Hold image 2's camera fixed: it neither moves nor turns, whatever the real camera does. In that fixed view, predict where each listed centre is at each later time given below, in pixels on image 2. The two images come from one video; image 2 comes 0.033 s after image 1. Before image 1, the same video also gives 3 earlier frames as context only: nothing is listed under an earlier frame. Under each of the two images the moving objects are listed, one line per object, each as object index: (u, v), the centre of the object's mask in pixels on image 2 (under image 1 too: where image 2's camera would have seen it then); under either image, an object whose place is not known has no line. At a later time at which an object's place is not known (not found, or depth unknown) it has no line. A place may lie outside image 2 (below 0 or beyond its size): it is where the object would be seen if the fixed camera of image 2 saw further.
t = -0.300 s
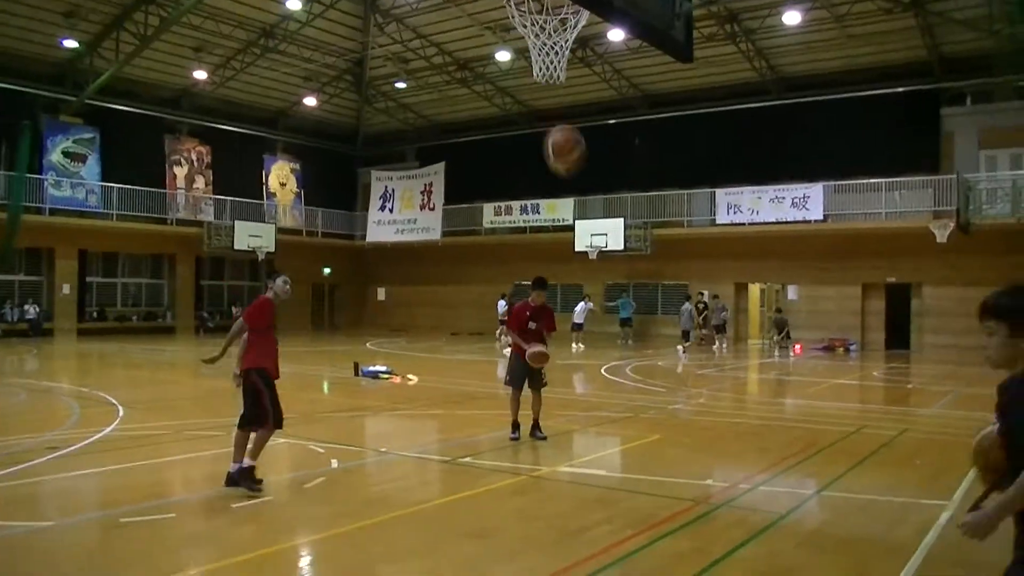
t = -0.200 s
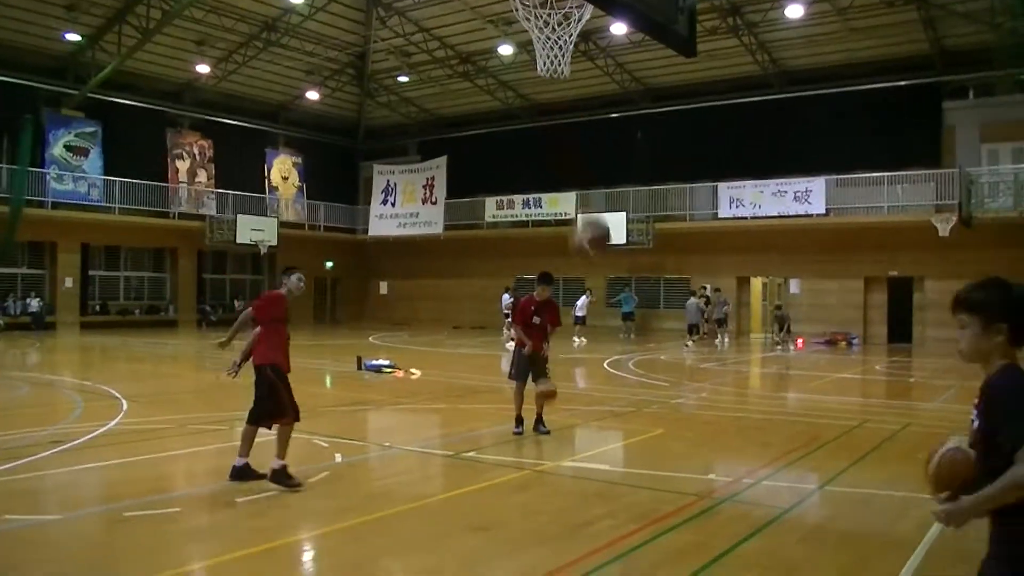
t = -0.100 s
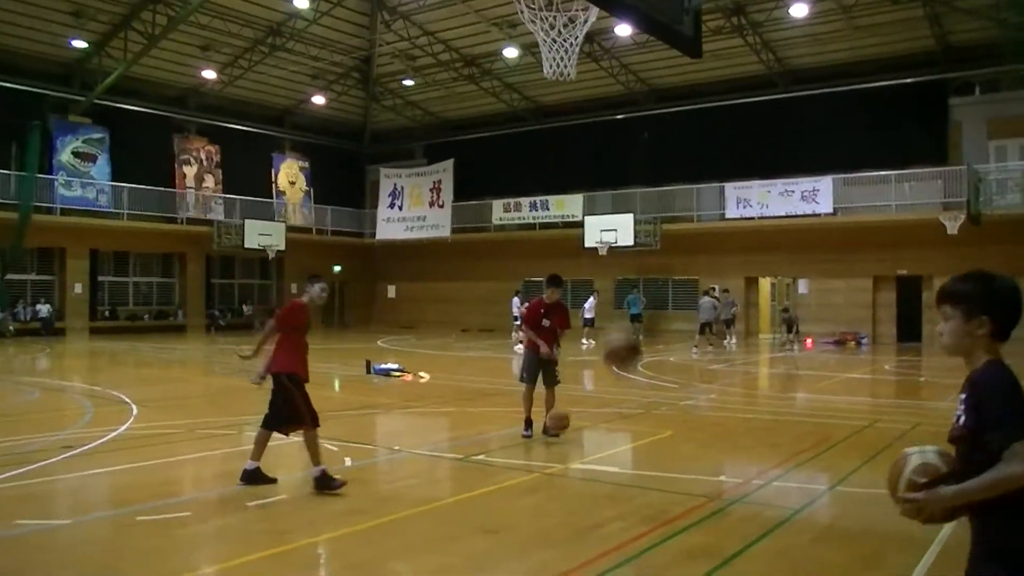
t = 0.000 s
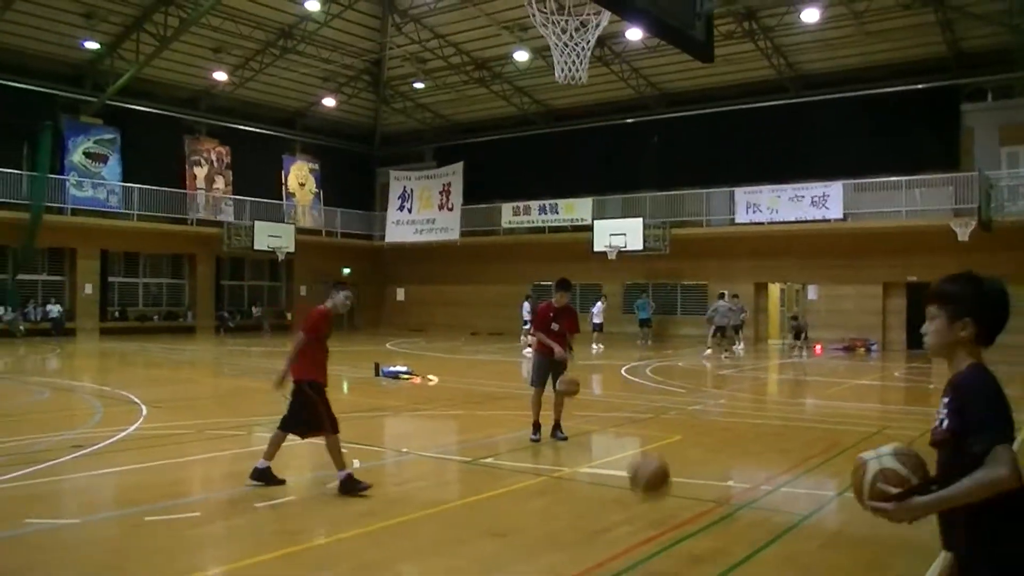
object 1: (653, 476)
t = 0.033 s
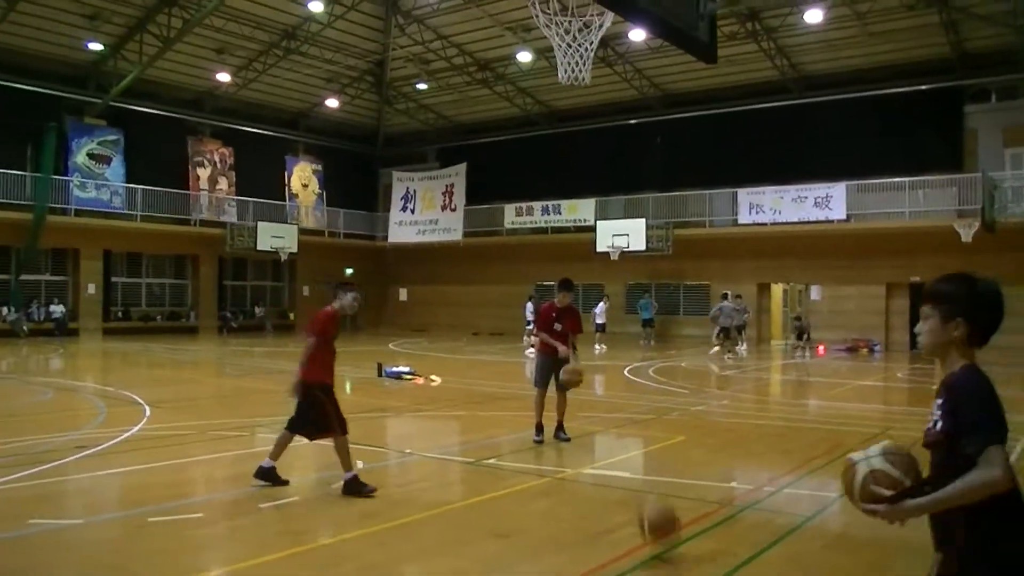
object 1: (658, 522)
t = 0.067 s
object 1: (661, 516)
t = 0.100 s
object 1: (662, 478)
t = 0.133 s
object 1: (663, 444)
